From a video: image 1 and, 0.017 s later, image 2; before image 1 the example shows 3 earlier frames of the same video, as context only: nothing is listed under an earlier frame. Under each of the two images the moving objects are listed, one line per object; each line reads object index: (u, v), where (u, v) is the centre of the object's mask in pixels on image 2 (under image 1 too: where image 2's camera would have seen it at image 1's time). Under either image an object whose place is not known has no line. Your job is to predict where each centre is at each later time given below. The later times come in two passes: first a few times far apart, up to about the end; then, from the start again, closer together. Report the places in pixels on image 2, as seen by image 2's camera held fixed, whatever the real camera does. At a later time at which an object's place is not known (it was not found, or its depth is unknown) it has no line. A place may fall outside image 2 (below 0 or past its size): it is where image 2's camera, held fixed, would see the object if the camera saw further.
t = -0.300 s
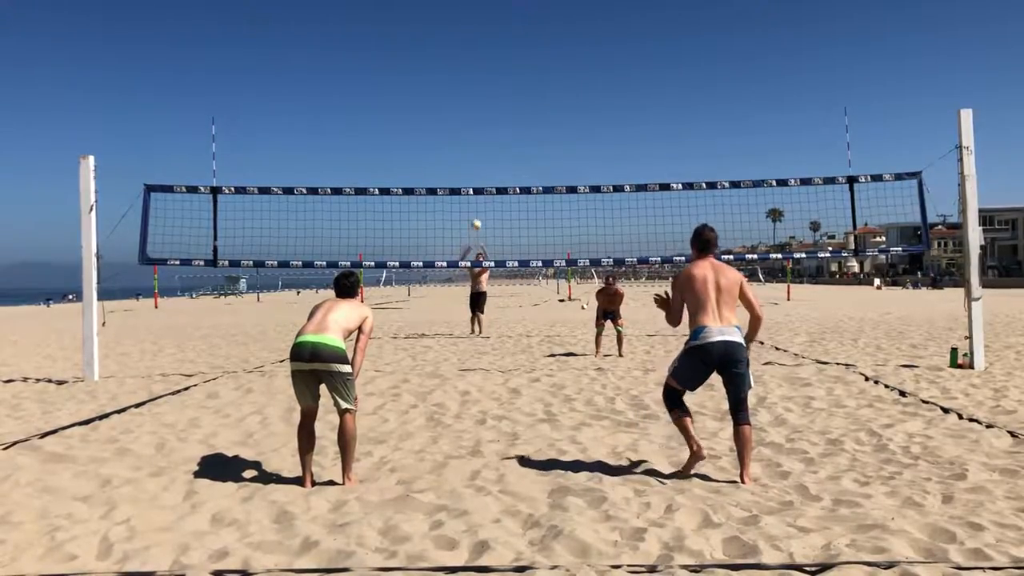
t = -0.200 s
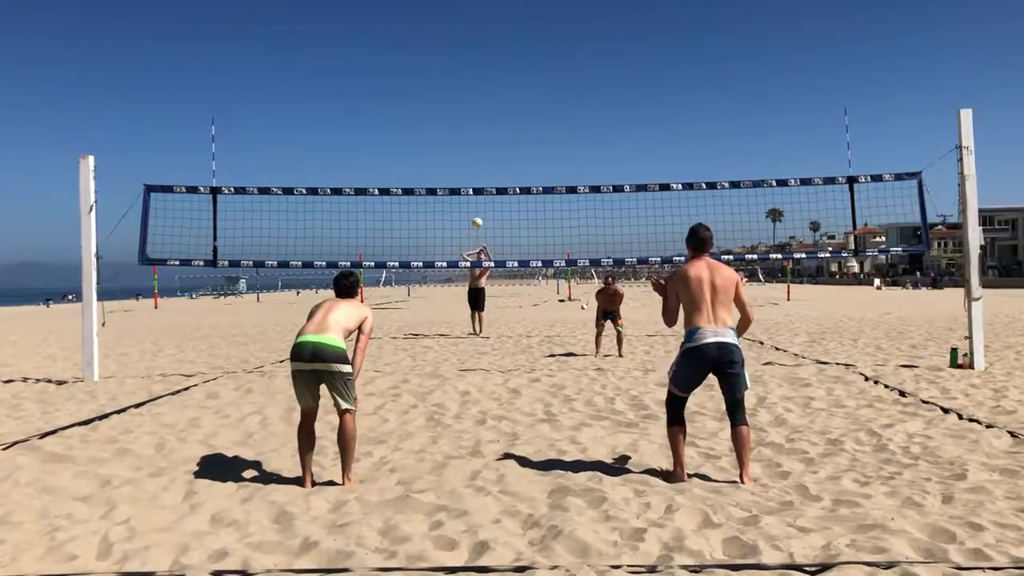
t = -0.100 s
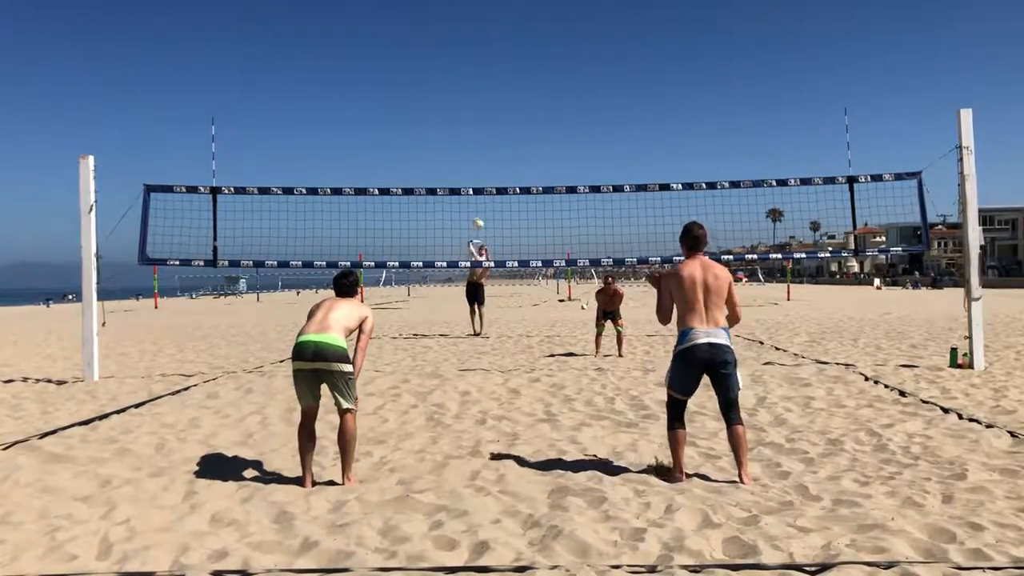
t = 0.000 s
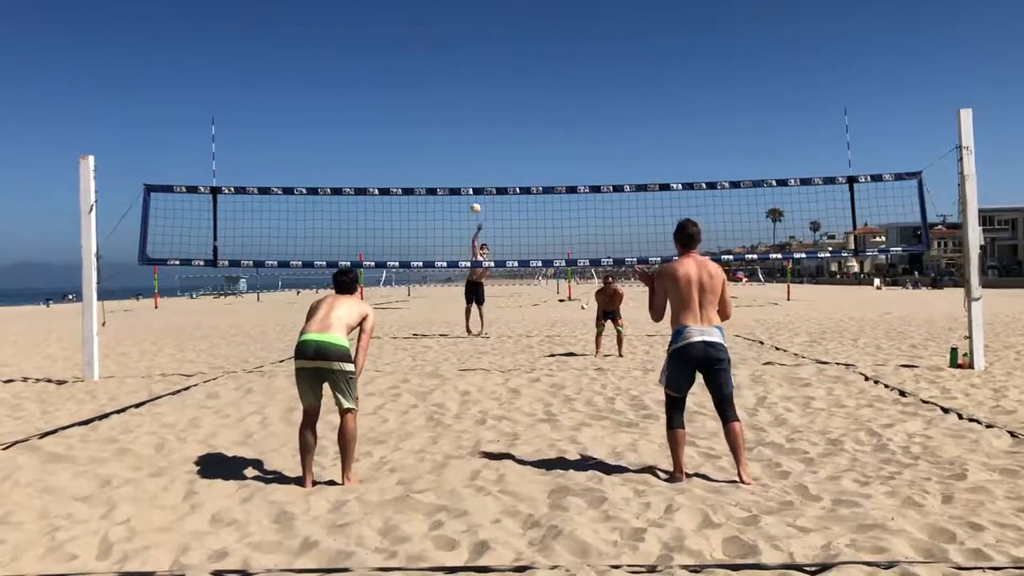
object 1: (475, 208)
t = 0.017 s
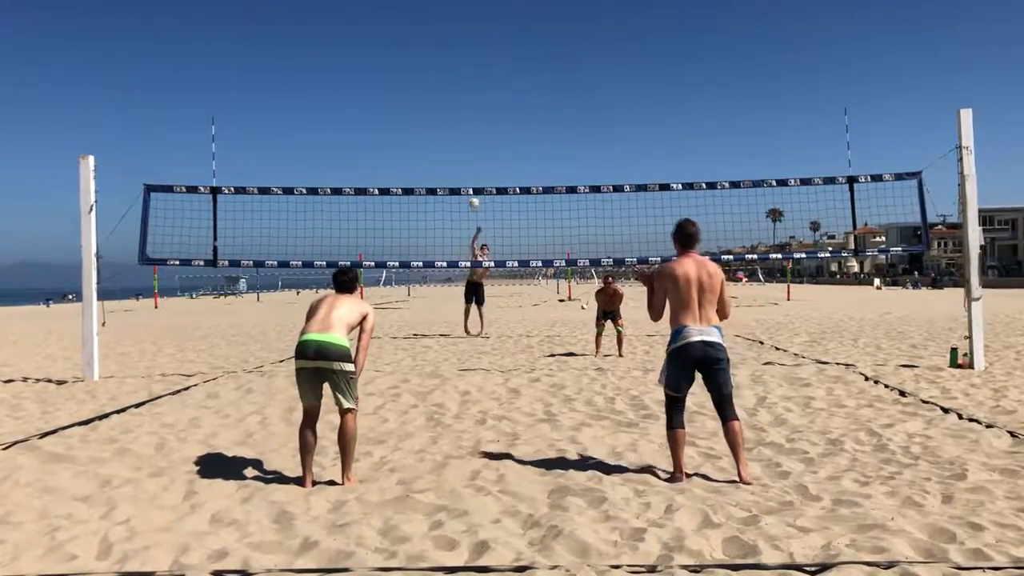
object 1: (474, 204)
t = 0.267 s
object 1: (456, 128)
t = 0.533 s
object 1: (439, 57)
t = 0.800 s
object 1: (428, 9)
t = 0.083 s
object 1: (469, 182)
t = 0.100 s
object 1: (468, 176)
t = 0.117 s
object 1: (466, 172)
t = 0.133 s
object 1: (465, 166)
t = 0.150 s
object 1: (464, 161)
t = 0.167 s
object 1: (462, 156)
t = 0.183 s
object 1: (462, 151)
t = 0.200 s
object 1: (460, 147)
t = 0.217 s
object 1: (459, 142)
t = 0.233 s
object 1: (458, 137)
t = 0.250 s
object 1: (457, 133)
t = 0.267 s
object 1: (456, 128)
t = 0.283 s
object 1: (454, 122)
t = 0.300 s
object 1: (453, 118)
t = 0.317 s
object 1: (452, 113)
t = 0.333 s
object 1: (451, 109)
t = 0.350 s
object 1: (450, 104)
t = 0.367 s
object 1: (449, 100)
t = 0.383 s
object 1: (448, 95)
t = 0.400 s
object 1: (446, 91)
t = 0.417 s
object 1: (445, 86)
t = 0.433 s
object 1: (445, 82)
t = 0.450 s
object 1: (443, 78)
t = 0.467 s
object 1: (442, 74)
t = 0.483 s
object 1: (441, 69)
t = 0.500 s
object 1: (441, 65)
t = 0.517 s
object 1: (440, 61)
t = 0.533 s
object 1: (439, 57)
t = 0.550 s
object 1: (438, 53)
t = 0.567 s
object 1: (437, 50)
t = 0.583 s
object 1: (436, 46)
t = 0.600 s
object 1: (436, 43)
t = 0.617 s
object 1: (435, 40)
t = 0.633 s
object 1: (434, 36)
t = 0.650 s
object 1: (434, 33)
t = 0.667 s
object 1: (433, 30)
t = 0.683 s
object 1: (432, 27)
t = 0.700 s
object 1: (432, 24)
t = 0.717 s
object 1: (431, 21)
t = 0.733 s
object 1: (430, 18)
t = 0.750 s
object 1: (430, 16)
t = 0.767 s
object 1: (429, 14)
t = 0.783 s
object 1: (429, 11)
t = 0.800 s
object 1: (428, 9)
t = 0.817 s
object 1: (428, 8)
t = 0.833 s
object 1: (427, 7)
